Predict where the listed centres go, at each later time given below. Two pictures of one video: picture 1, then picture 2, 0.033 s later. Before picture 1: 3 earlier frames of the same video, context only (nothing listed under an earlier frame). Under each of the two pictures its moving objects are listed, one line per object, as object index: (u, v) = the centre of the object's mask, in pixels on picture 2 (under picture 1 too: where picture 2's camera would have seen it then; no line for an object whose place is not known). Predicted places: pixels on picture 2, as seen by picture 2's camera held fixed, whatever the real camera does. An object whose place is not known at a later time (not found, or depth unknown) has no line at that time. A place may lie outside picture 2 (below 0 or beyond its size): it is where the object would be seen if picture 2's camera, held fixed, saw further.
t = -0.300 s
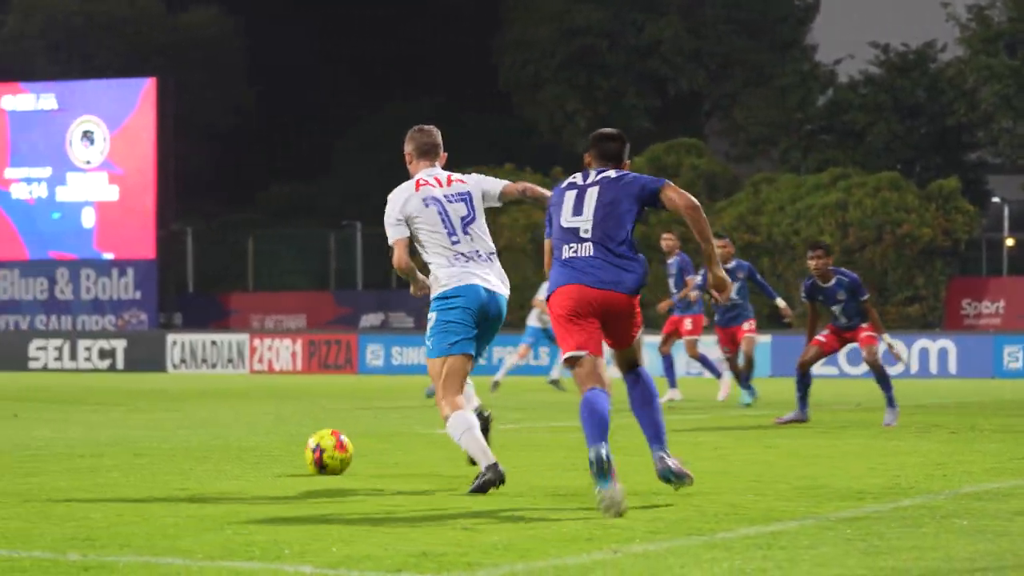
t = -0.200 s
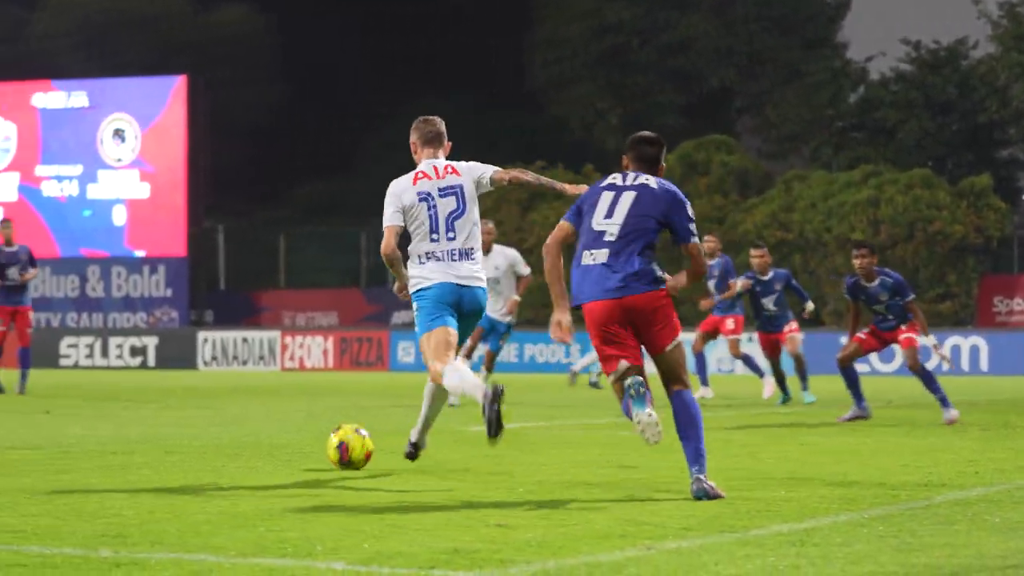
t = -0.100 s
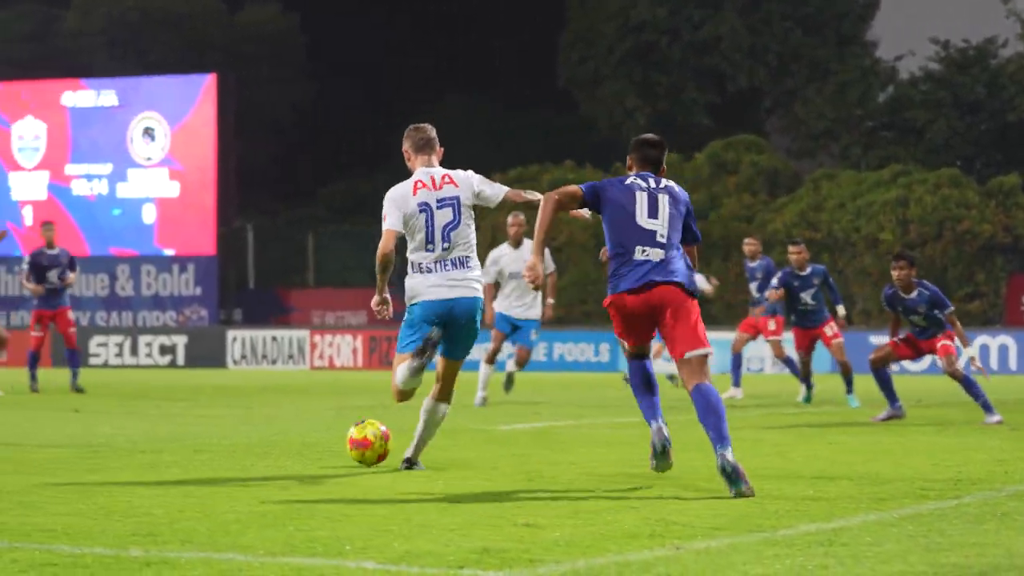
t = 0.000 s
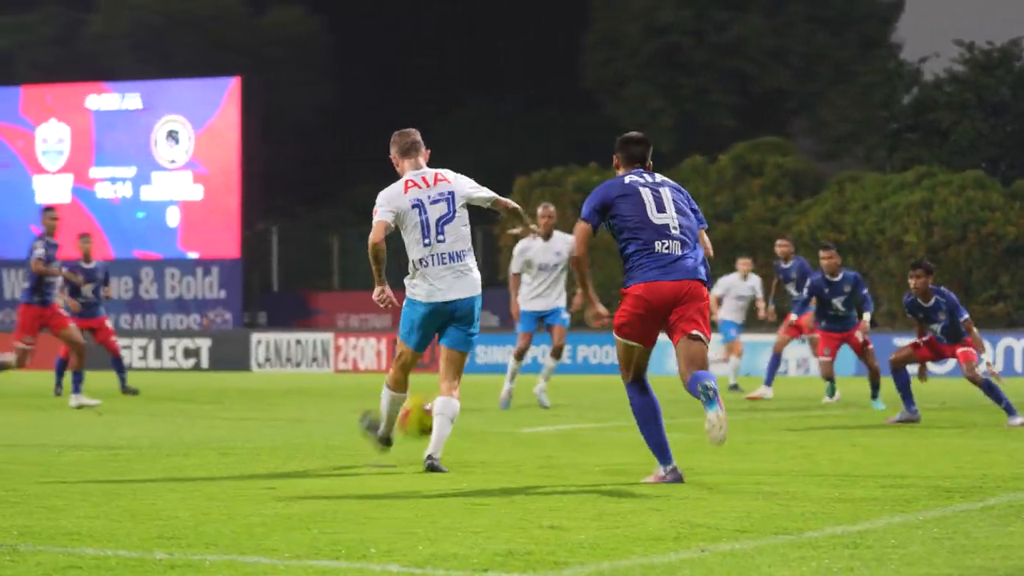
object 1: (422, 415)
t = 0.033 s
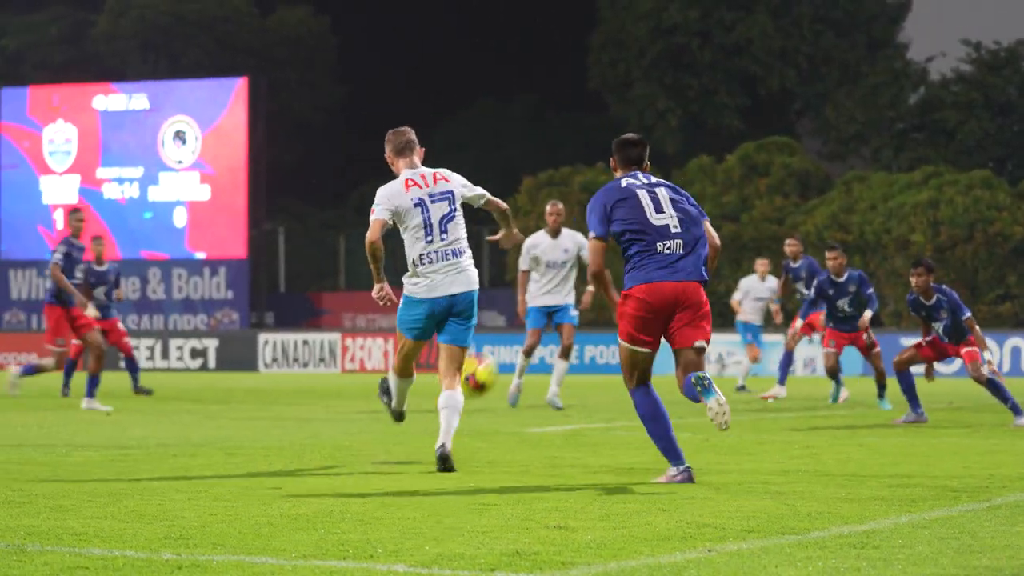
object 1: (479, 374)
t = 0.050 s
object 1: (494, 358)
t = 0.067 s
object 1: (517, 342)
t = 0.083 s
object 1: (536, 328)
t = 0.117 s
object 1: (575, 299)
